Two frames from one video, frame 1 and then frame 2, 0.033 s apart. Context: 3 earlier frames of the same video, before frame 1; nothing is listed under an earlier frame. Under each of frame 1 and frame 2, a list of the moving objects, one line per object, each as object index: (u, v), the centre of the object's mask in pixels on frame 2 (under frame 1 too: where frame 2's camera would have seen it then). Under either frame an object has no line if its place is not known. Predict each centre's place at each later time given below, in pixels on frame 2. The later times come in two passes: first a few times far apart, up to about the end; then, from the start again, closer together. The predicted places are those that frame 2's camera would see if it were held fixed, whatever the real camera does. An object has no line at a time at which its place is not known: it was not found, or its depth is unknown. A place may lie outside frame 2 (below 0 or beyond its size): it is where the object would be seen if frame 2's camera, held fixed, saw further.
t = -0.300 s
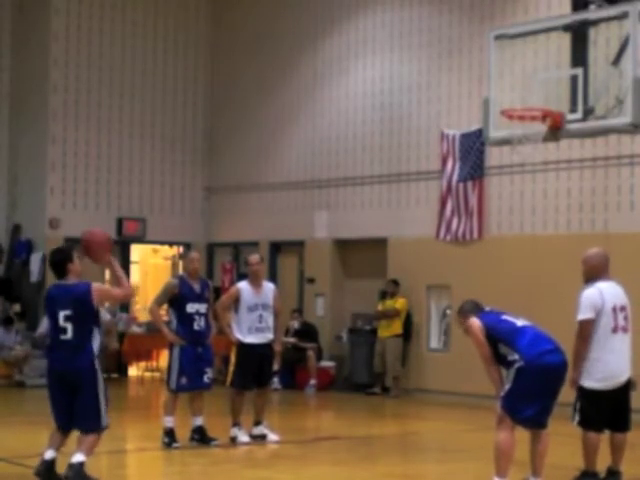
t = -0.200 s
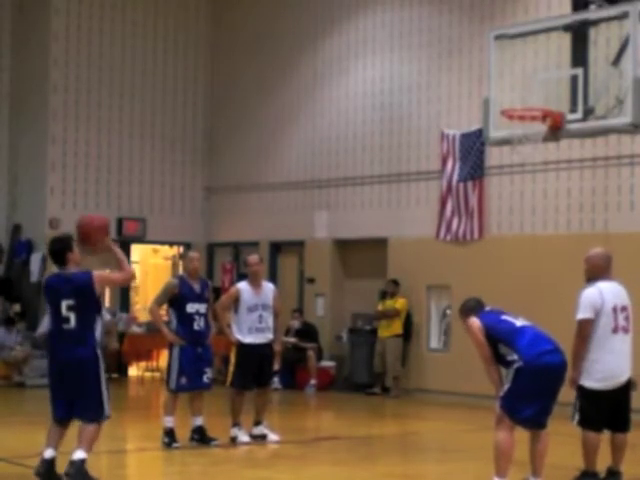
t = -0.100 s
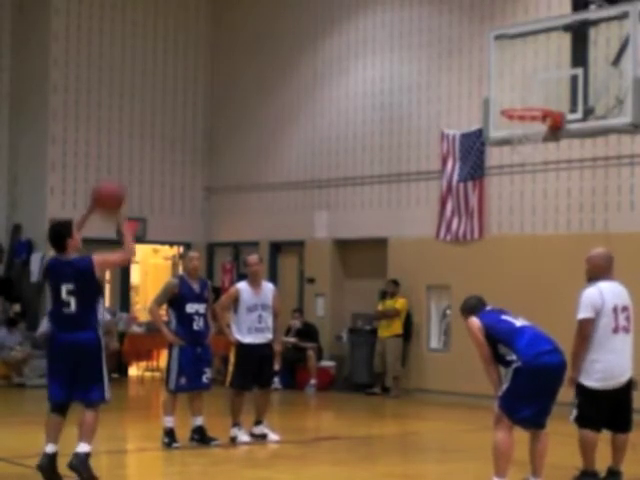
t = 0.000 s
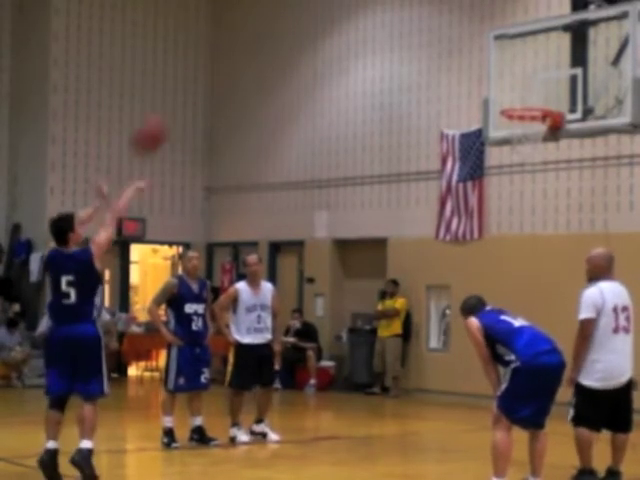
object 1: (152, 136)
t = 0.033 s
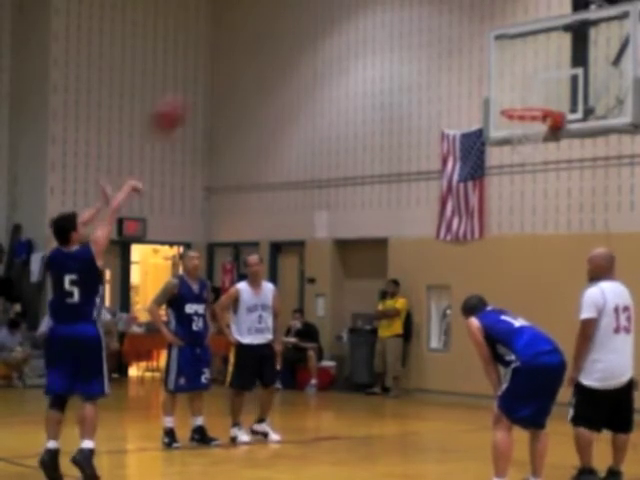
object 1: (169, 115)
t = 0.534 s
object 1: (391, 5)
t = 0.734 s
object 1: (465, 35)
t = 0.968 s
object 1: (538, 126)
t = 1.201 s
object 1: (540, 200)
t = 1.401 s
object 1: (536, 304)
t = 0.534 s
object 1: (391, 5)
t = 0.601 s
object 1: (417, 9)
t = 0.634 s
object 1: (429, 12)
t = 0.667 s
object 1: (440, 16)
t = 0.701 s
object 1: (453, 26)
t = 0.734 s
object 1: (465, 35)
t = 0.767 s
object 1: (477, 45)
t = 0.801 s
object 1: (487, 56)
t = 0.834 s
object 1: (499, 68)
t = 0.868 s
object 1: (510, 81)
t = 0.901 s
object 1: (521, 95)
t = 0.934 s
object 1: (530, 108)
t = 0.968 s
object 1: (538, 126)
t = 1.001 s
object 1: (544, 136)
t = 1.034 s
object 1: (544, 144)
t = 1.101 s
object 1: (541, 162)
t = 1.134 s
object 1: (541, 173)
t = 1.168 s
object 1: (540, 186)
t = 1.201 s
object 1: (540, 200)
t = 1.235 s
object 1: (539, 215)
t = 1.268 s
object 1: (539, 230)
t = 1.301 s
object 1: (538, 247)
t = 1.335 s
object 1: (537, 266)
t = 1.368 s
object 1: (537, 284)
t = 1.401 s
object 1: (536, 304)
